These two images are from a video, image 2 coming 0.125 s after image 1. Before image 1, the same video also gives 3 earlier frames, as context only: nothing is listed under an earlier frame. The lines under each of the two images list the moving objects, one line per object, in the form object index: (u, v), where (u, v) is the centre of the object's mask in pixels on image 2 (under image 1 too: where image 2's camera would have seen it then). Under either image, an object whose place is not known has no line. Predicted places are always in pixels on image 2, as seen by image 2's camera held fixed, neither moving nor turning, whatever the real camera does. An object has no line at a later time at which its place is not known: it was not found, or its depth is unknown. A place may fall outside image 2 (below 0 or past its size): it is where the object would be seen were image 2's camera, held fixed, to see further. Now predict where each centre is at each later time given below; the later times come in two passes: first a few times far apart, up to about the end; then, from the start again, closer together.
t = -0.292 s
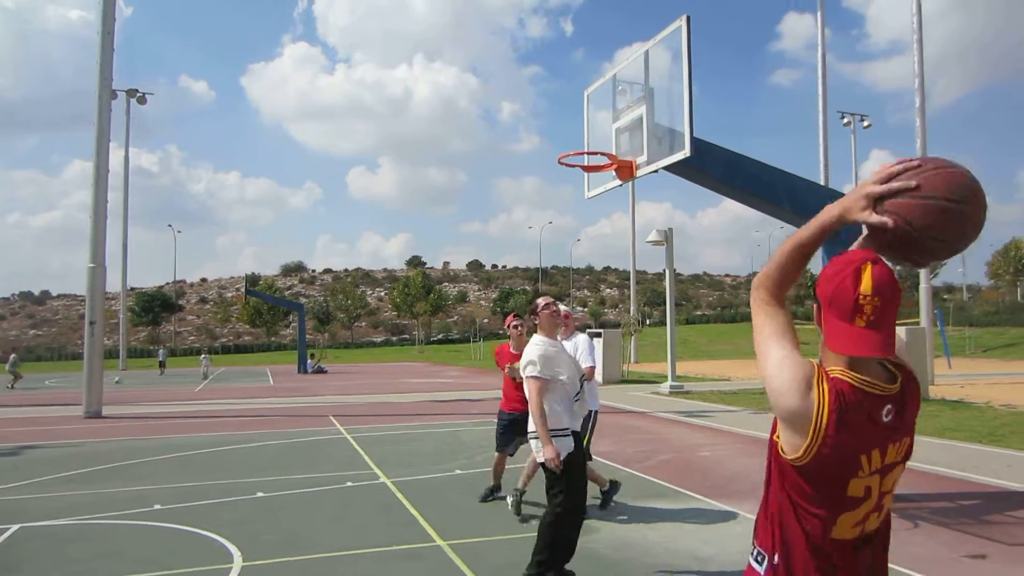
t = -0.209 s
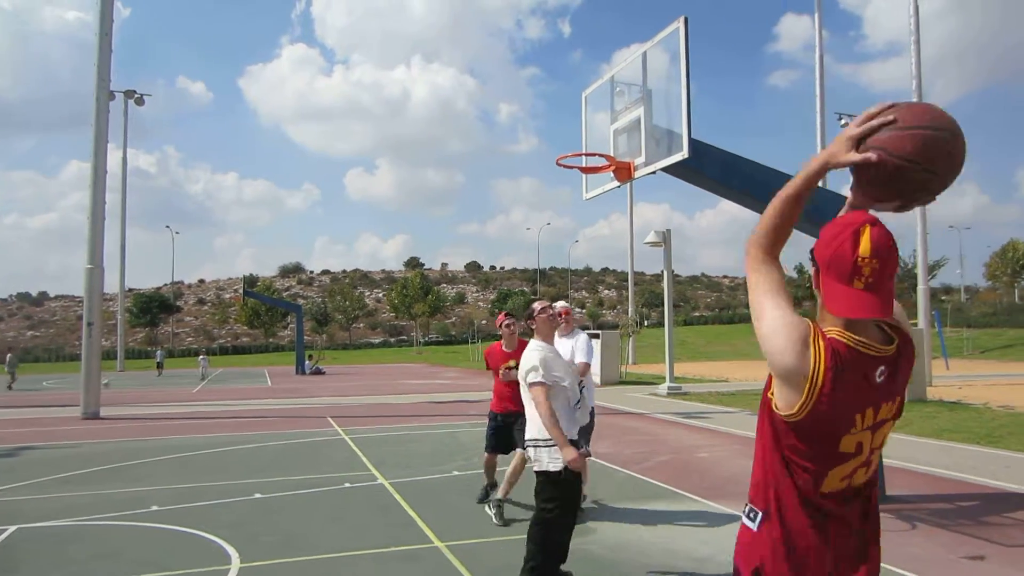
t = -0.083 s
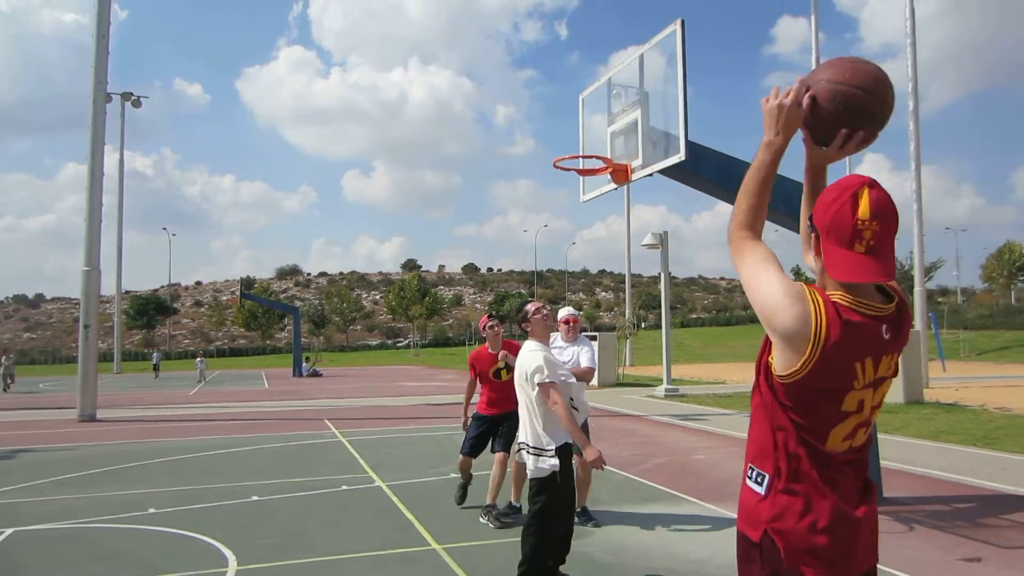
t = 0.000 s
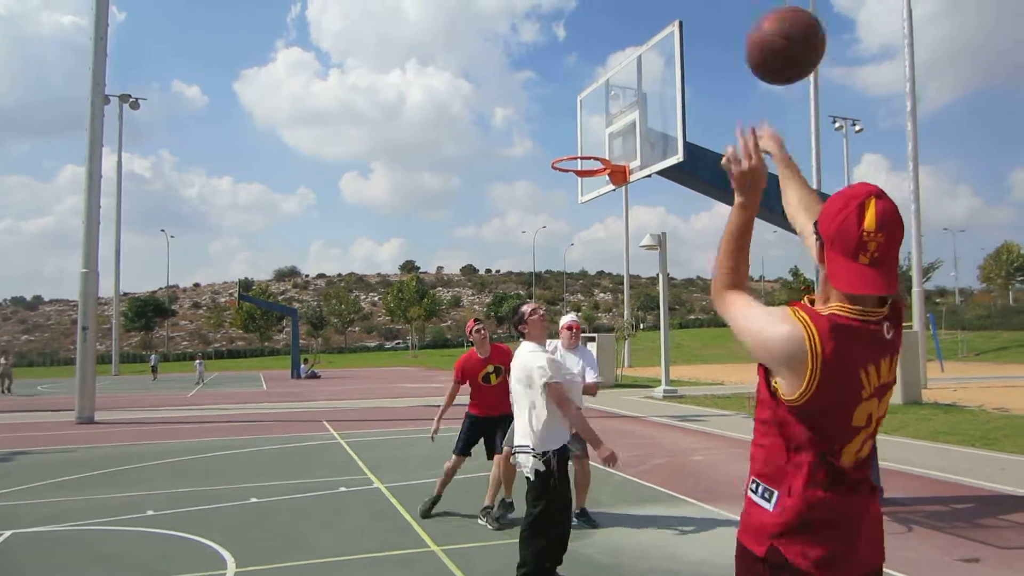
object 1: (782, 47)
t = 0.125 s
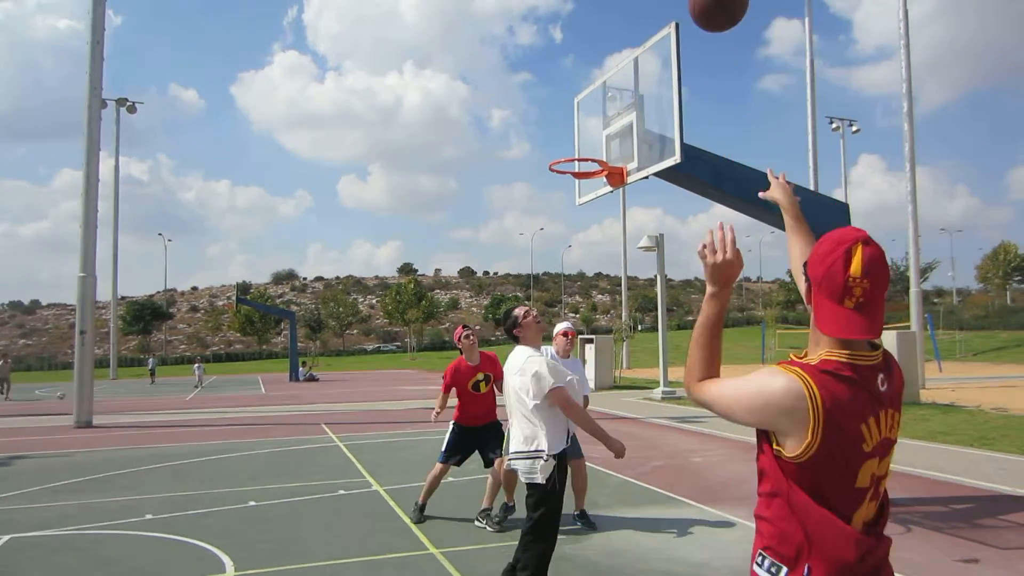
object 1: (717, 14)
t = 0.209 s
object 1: (691, 9)
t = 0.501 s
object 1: (644, 52)
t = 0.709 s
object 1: (605, 114)
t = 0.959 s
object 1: (577, 138)
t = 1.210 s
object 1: (610, 146)
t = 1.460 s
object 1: (654, 246)
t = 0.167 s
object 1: (703, 11)
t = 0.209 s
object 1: (691, 9)
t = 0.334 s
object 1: (666, 12)
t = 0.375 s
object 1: (660, 17)
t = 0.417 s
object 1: (654, 28)
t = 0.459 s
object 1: (649, 39)
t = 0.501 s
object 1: (644, 52)
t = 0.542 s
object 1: (640, 65)
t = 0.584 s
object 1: (637, 80)
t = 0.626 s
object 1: (634, 94)
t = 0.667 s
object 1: (619, 103)
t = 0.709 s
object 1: (605, 114)
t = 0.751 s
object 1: (590, 127)
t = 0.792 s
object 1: (576, 141)
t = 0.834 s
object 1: (563, 158)
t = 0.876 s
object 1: (566, 148)
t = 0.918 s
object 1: (571, 143)
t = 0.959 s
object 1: (577, 138)
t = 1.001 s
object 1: (582, 134)
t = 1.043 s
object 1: (587, 132)
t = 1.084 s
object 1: (592, 133)
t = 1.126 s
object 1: (598, 135)
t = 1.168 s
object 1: (604, 140)
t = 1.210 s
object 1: (610, 146)
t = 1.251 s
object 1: (617, 156)
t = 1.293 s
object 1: (623, 168)
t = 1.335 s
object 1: (632, 184)
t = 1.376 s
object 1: (638, 201)
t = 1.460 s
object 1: (654, 246)
